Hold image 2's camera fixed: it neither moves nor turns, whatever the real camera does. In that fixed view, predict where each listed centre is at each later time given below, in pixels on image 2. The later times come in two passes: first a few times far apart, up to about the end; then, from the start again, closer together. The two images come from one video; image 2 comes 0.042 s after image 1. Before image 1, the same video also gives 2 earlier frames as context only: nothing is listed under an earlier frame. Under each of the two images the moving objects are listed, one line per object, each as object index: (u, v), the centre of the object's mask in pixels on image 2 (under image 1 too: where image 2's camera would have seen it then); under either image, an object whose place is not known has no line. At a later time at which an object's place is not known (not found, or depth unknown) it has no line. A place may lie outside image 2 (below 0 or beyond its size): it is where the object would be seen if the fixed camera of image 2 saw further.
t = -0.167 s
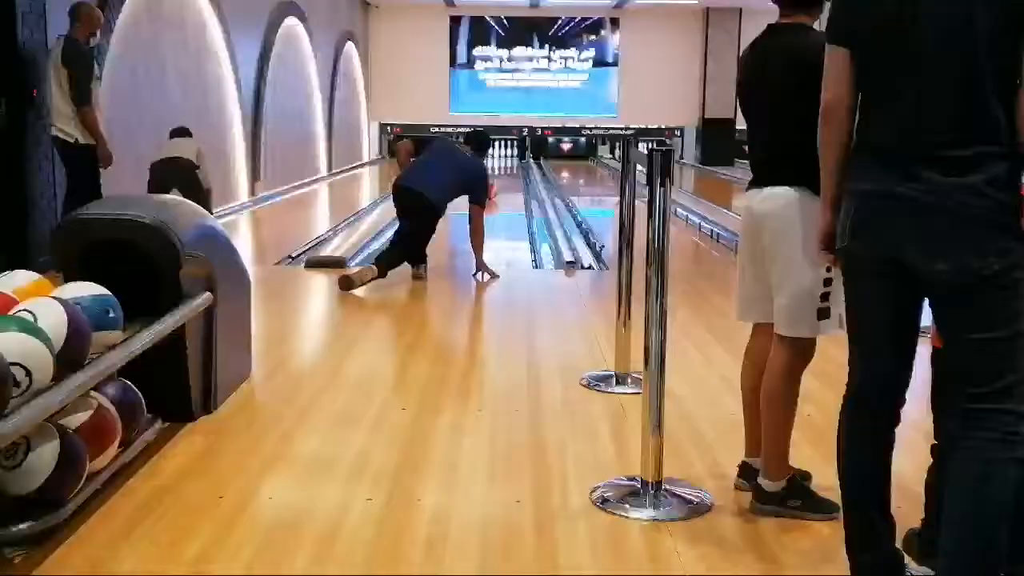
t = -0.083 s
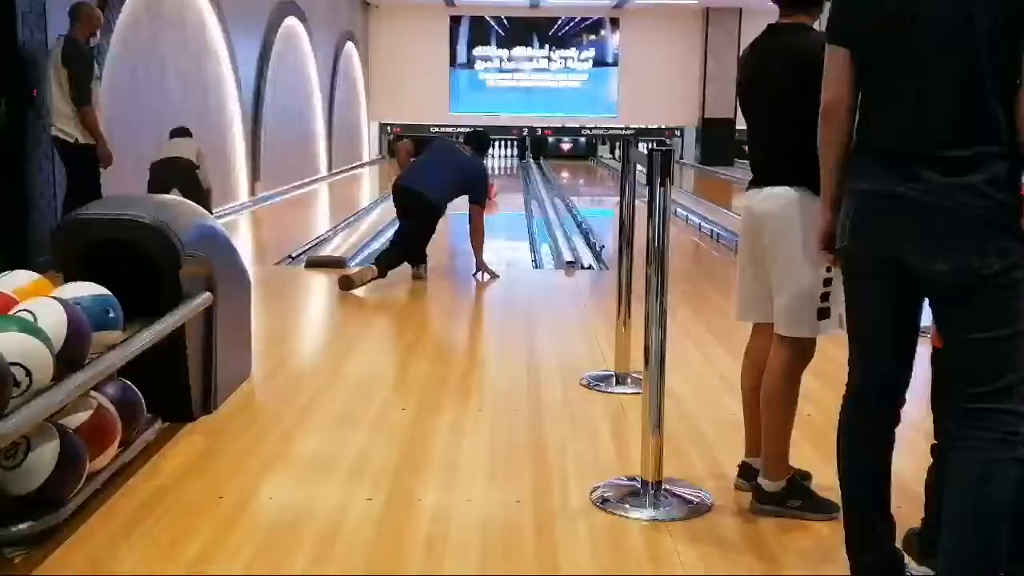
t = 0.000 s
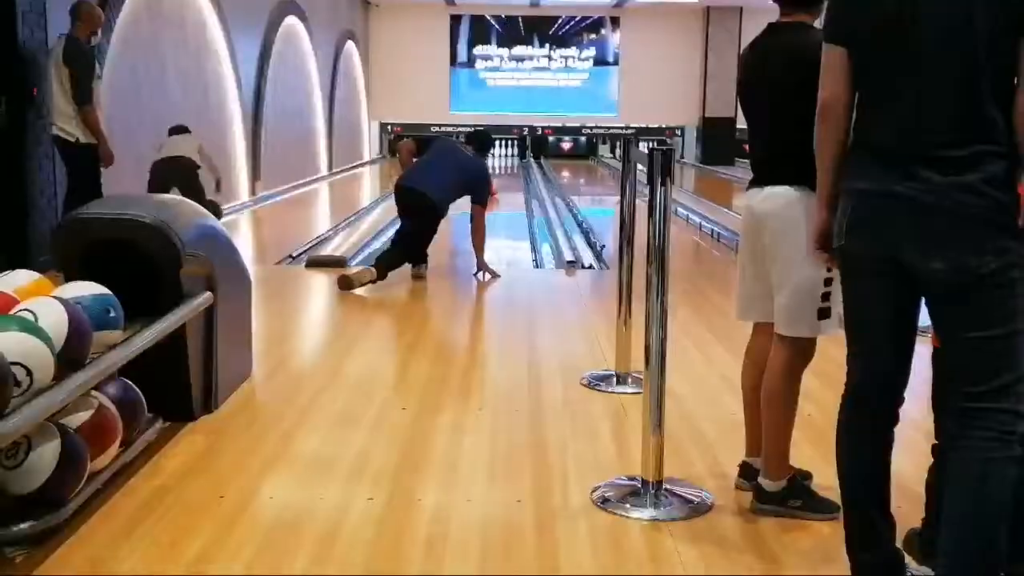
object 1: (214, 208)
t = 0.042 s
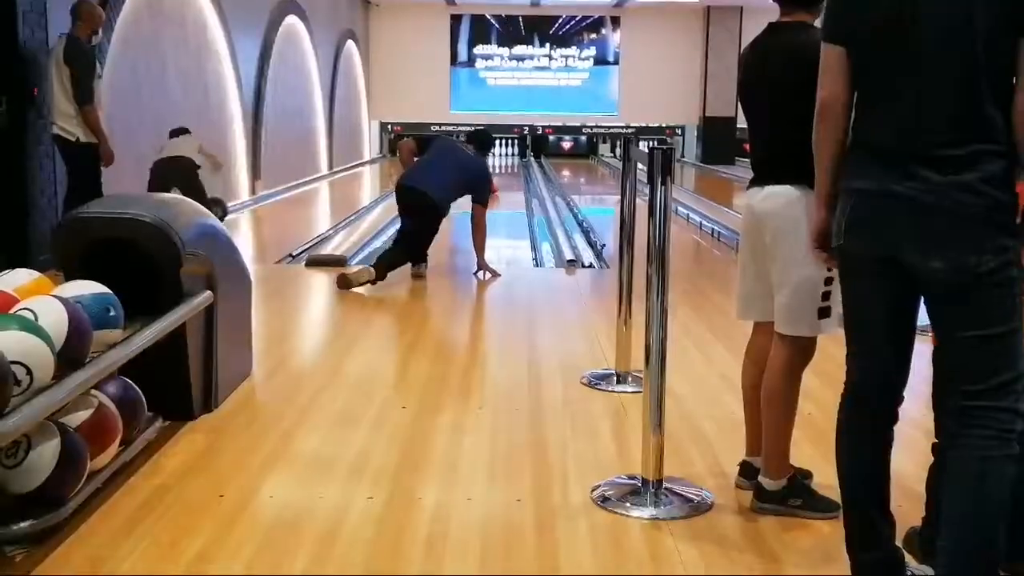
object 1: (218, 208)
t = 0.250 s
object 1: (242, 228)
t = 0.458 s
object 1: (263, 220)
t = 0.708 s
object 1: (284, 211)
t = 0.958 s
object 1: (296, 205)
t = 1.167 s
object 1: (303, 201)
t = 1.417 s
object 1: (310, 195)
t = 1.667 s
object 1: (315, 191)
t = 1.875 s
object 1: (321, 188)
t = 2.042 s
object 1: (324, 185)
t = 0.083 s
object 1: (221, 208)
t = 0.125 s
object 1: (224, 210)
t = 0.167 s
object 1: (233, 218)
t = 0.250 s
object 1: (242, 228)
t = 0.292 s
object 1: (246, 226)
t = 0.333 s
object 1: (254, 224)
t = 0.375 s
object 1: (257, 224)
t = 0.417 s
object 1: (260, 222)
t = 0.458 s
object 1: (263, 220)
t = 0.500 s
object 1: (269, 218)
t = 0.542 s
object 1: (272, 217)
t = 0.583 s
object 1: (275, 216)
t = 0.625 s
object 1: (277, 215)
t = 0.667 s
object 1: (279, 214)
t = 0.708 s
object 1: (284, 211)
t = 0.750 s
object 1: (286, 210)
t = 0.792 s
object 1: (288, 209)
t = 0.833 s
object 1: (289, 209)
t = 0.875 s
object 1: (293, 207)
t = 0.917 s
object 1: (294, 206)
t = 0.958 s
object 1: (296, 205)
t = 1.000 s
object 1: (297, 205)
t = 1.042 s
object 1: (299, 203)
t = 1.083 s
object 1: (300, 202)
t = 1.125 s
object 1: (301, 202)
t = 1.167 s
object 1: (303, 201)
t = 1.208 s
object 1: (304, 200)
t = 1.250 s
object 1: (306, 199)
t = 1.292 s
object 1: (306, 198)
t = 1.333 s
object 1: (307, 197)
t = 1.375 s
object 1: (308, 197)
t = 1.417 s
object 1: (310, 195)
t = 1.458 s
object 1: (311, 195)
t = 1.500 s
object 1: (311, 194)
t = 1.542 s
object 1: (312, 194)
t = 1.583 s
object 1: (314, 192)
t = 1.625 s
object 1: (315, 192)
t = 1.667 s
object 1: (315, 191)
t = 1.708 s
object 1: (316, 190)
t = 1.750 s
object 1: (318, 189)
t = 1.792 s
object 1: (319, 189)
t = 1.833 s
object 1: (320, 188)
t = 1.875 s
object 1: (321, 188)
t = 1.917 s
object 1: (321, 188)
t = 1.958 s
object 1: (323, 186)
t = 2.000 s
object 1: (324, 186)
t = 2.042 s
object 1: (324, 185)
